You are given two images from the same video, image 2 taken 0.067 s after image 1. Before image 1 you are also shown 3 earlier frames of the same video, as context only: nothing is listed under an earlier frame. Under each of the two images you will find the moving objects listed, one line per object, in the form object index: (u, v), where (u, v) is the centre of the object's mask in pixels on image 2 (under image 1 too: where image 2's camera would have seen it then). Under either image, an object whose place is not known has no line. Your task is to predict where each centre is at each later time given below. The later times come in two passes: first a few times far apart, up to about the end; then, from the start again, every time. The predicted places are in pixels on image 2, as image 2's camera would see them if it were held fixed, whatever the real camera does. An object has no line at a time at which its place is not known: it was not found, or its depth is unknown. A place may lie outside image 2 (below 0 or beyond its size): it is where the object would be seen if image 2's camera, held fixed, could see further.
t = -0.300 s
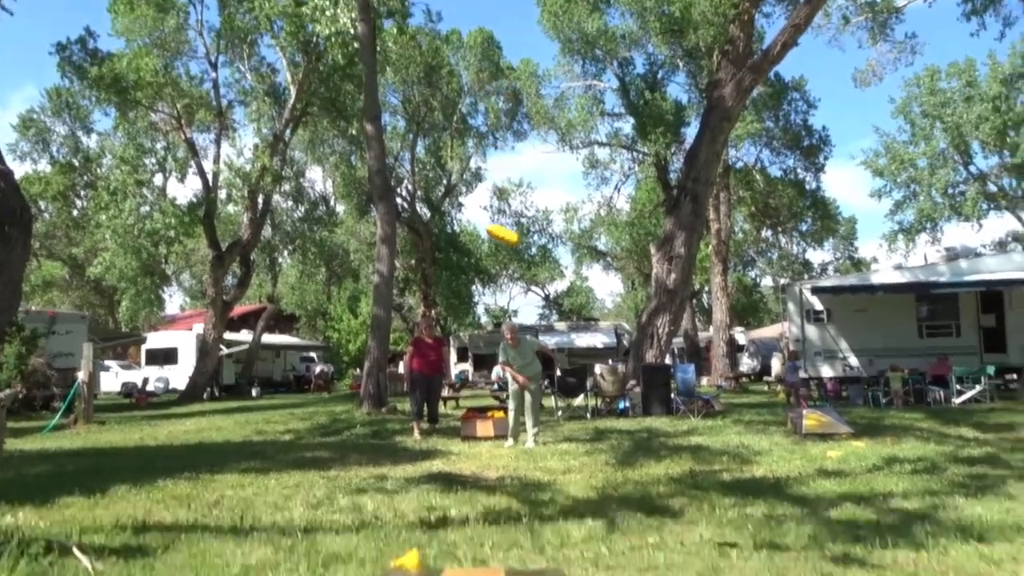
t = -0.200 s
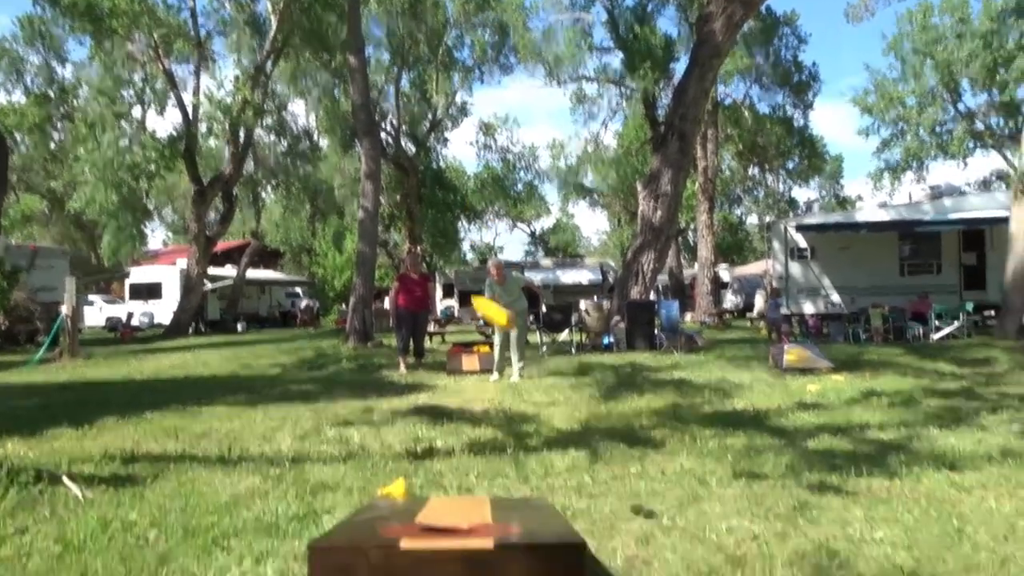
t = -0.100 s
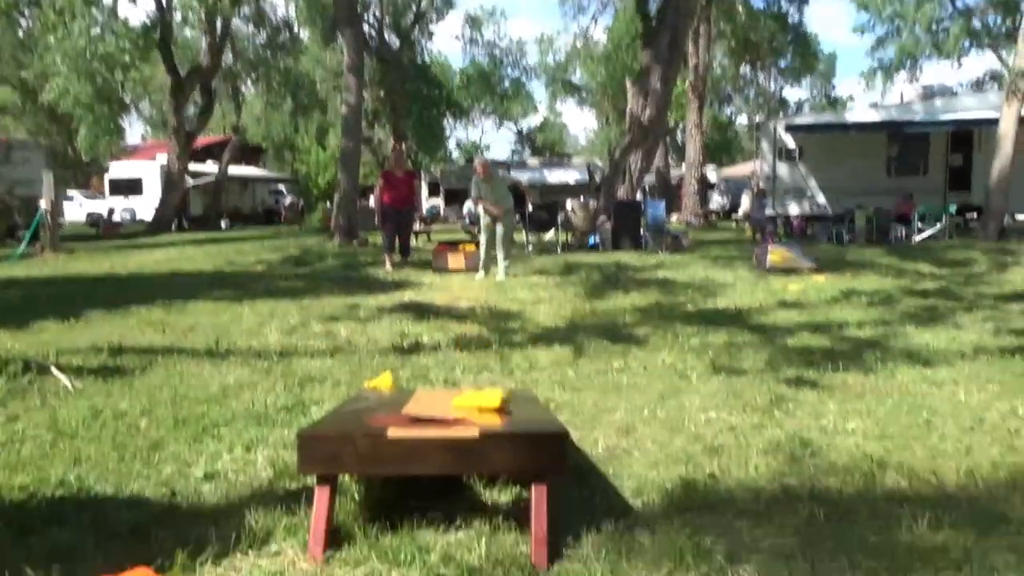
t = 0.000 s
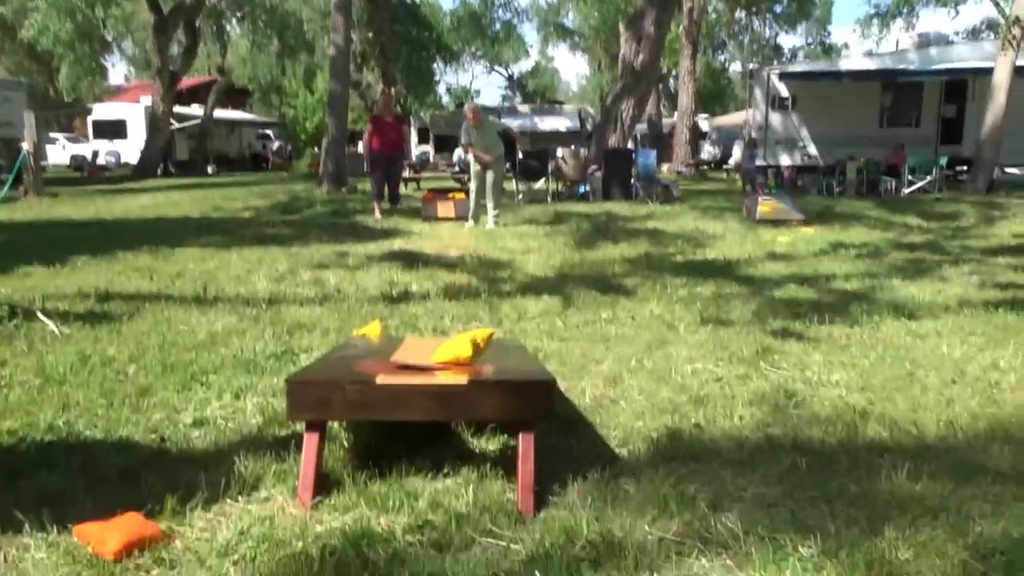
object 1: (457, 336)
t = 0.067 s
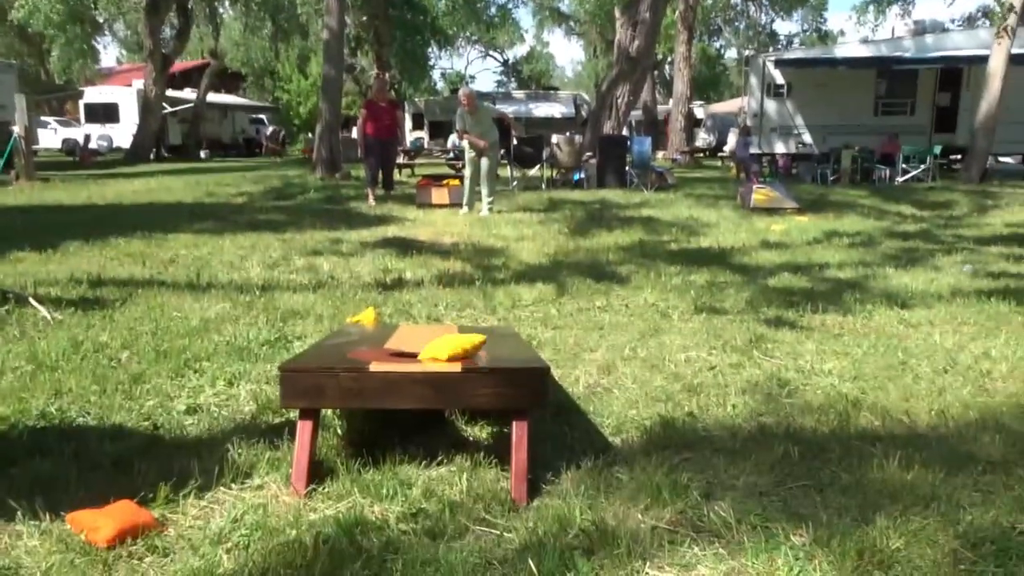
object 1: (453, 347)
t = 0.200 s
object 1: (433, 353)
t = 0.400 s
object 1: (425, 357)
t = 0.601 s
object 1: (426, 357)
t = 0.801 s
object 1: (425, 357)
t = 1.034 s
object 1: (426, 357)
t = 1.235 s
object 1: (426, 356)
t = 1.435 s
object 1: (426, 357)
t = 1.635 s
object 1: (426, 356)
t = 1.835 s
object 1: (426, 356)
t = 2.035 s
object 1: (426, 357)
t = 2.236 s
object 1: (426, 356)
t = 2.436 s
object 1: (426, 357)
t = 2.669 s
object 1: (426, 356)
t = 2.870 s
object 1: (426, 356)
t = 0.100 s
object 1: (447, 350)
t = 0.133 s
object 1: (441, 349)
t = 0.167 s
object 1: (436, 351)
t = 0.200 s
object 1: (433, 353)
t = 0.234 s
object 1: (430, 354)
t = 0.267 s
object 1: (428, 354)
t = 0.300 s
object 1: (427, 355)
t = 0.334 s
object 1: (426, 356)
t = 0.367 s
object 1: (425, 357)
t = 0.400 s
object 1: (425, 357)
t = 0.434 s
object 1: (426, 357)
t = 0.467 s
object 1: (426, 357)
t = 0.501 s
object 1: (426, 357)
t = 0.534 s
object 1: (426, 357)
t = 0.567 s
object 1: (426, 357)
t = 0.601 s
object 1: (426, 357)
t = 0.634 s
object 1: (425, 357)
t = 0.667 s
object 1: (426, 357)
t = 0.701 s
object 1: (426, 357)
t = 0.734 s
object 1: (426, 357)
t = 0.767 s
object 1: (425, 357)
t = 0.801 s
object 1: (425, 357)
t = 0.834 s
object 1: (425, 356)
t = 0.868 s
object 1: (425, 357)
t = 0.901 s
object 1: (425, 357)
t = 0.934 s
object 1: (425, 357)
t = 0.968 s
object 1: (425, 356)
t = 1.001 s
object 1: (426, 356)
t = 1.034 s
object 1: (426, 357)
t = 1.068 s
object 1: (426, 356)
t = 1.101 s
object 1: (426, 357)
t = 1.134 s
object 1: (426, 356)
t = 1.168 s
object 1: (426, 356)
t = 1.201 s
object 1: (426, 356)
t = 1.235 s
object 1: (426, 356)
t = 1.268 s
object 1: (426, 356)
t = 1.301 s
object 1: (426, 357)
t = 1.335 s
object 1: (426, 356)
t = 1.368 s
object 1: (426, 356)
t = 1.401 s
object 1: (426, 357)
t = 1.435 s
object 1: (426, 357)
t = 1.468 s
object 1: (426, 356)
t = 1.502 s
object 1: (426, 356)
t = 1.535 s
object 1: (426, 356)
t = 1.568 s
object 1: (426, 356)
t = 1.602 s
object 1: (426, 356)
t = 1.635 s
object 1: (426, 356)
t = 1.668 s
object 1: (426, 356)
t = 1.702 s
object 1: (426, 357)
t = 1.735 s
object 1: (426, 357)
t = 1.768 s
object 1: (426, 356)
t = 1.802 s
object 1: (426, 356)
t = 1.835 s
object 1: (426, 356)
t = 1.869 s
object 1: (426, 356)
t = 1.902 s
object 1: (426, 356)
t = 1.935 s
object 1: (426, 356)
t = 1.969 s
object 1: (426, 357)
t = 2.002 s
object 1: (426, 356)
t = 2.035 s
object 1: (426, 357)
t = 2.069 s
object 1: (426, 357)
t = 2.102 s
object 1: (426, 357)
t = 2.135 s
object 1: (426, 357)
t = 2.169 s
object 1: (426, 357)
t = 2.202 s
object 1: (426, 357)
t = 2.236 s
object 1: (426, 356)
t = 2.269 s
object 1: (426, 357)
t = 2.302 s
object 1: (426, 357)
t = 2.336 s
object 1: (426, 356)
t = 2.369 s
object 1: (426, 356)
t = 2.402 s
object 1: (426, 357)
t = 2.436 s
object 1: (426, 357)
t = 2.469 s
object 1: (426, 357)
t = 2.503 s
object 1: (426, 357)
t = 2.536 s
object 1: (426, 357)
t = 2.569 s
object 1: (426, 357)
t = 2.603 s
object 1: (426, 357)
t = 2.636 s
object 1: (426, 357)
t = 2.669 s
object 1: (426, 356)
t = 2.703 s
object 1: (426, 357)
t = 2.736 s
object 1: (425, 356)
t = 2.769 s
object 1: (426, 356)
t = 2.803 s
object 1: (426, 357)
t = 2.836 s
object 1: (425, 356)
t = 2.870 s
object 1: (426, 356)
